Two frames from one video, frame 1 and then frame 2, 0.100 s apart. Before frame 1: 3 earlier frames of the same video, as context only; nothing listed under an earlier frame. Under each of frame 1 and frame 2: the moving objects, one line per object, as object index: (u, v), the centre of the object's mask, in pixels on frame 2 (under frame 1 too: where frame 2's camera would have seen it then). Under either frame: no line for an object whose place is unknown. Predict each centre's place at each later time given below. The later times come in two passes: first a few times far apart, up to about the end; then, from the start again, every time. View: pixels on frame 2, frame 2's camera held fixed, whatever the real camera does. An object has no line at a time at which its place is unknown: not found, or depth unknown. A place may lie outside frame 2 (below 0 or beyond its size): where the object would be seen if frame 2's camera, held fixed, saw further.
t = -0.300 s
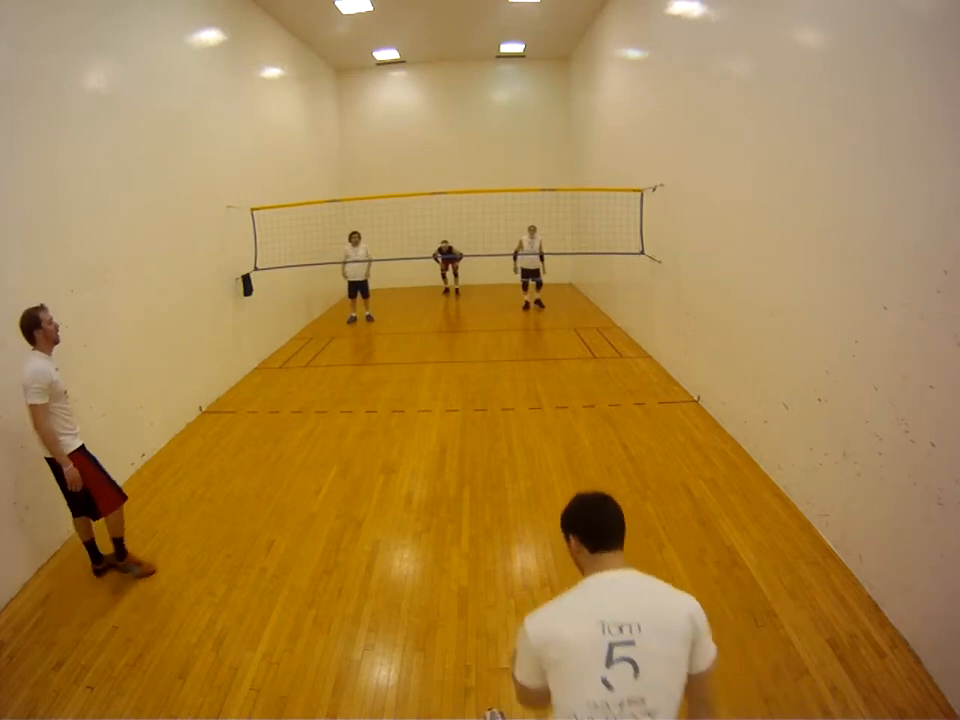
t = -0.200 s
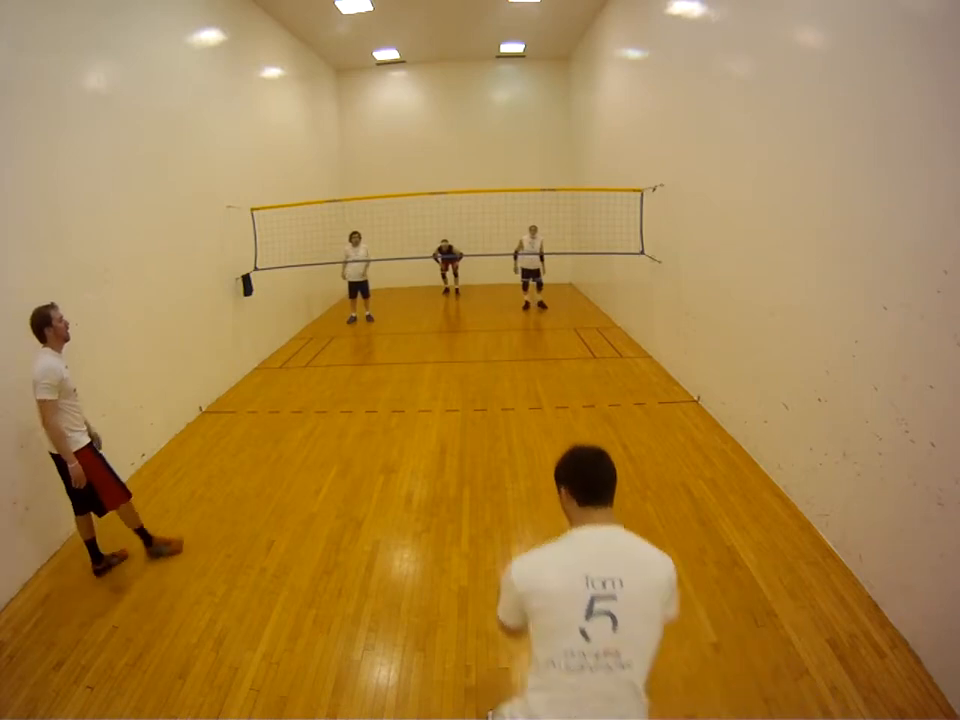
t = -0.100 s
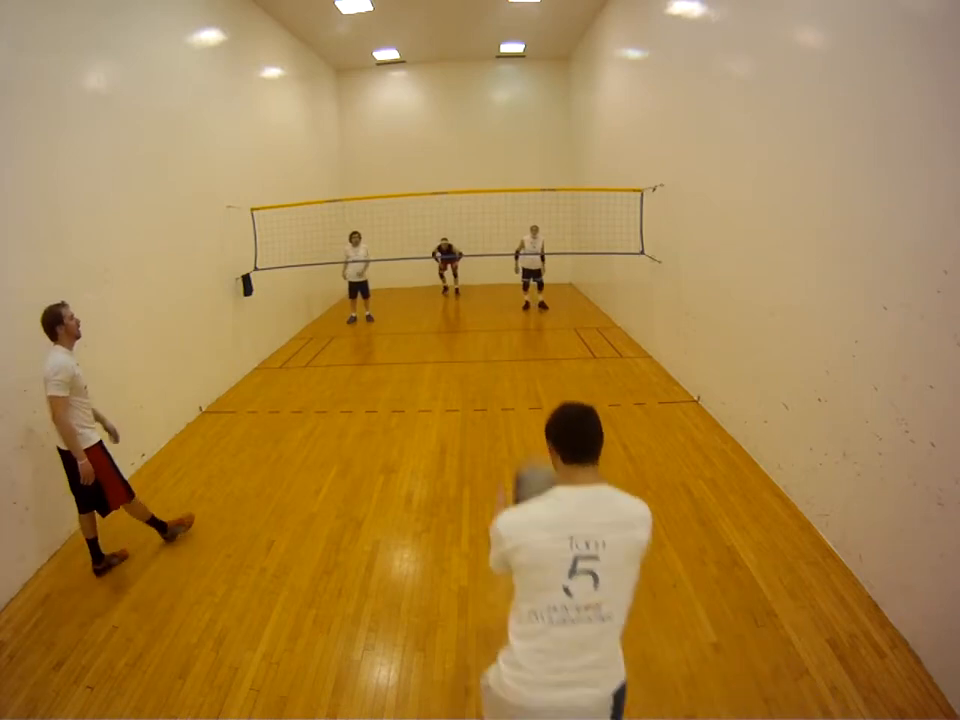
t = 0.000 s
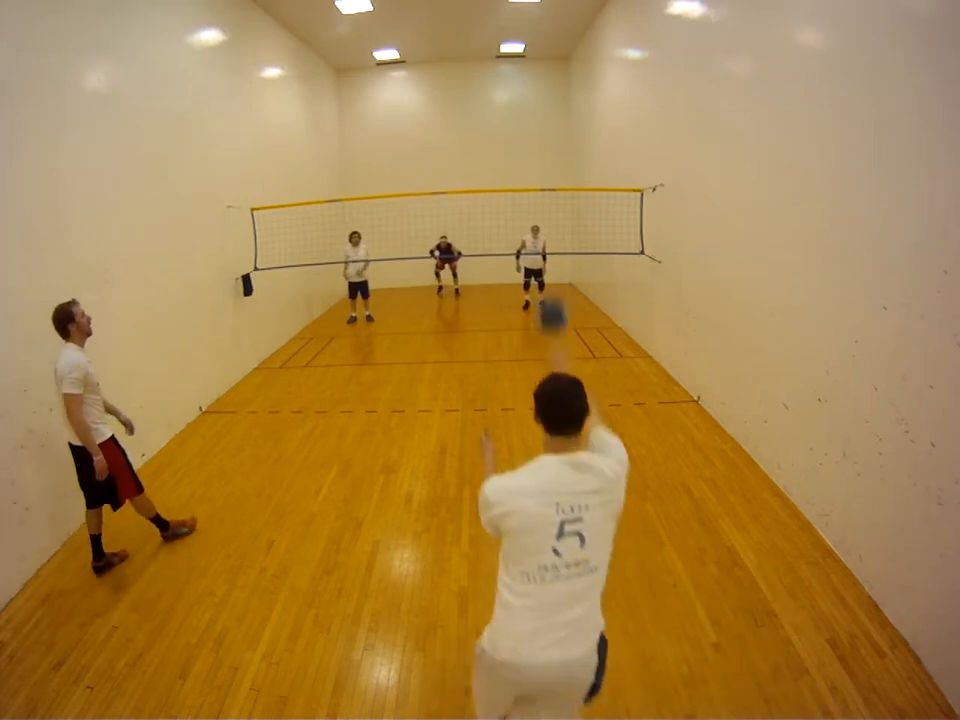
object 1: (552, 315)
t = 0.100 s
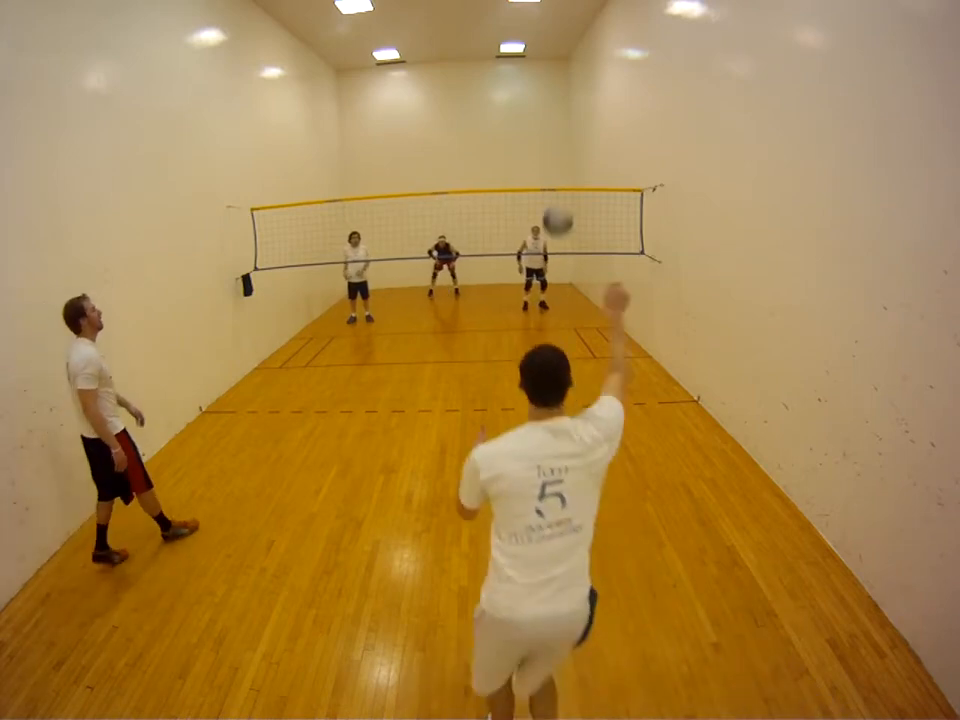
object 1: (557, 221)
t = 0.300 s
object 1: (563, 150)
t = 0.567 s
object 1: (568, 146)
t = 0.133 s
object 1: (558, 202)
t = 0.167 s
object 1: (559, 185)
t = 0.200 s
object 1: (561, 171)
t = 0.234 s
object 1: (562, 162)
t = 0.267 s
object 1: (563, 155)
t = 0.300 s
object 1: (563, 150)
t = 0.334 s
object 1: (564, 146)
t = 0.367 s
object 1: (564, 143)
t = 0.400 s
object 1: (565, 141)
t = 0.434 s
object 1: (566, 141)
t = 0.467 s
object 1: (566, 142)
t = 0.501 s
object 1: (567, 143)
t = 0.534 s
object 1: (567, 145)
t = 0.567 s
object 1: (568, 146)
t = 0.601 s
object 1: (569, 149)
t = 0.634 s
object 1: (569, 153)
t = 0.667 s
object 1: (570, 157)
